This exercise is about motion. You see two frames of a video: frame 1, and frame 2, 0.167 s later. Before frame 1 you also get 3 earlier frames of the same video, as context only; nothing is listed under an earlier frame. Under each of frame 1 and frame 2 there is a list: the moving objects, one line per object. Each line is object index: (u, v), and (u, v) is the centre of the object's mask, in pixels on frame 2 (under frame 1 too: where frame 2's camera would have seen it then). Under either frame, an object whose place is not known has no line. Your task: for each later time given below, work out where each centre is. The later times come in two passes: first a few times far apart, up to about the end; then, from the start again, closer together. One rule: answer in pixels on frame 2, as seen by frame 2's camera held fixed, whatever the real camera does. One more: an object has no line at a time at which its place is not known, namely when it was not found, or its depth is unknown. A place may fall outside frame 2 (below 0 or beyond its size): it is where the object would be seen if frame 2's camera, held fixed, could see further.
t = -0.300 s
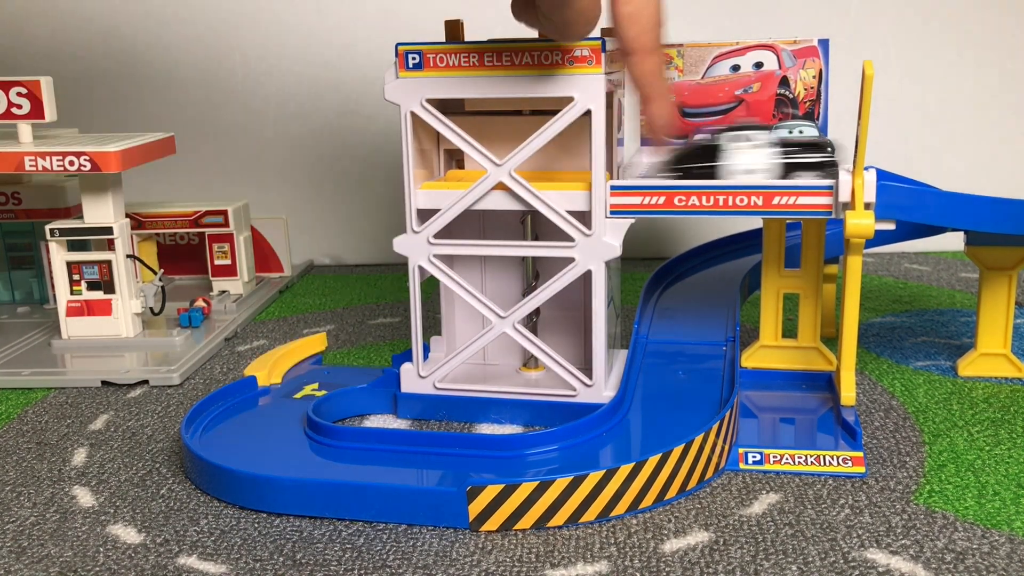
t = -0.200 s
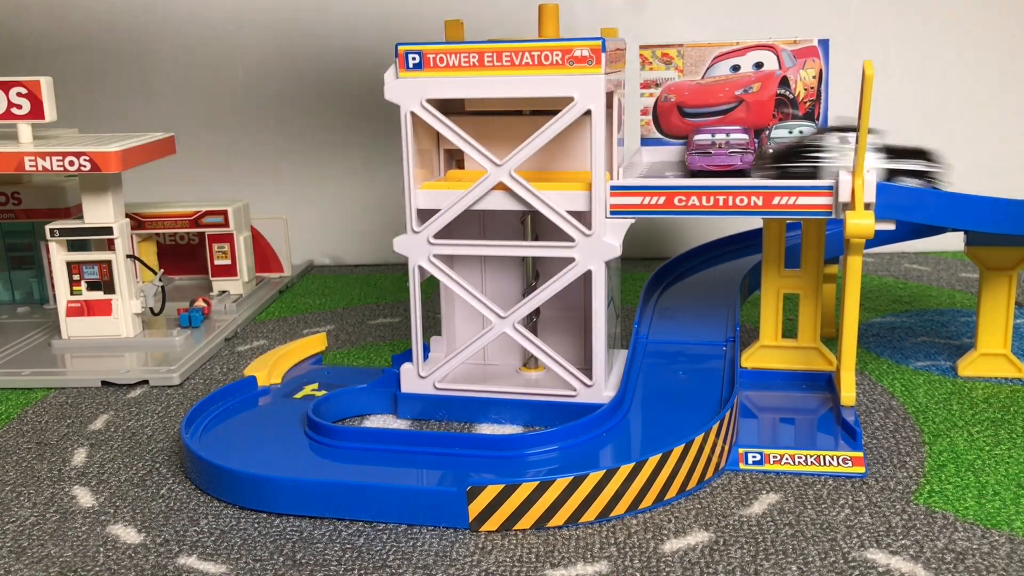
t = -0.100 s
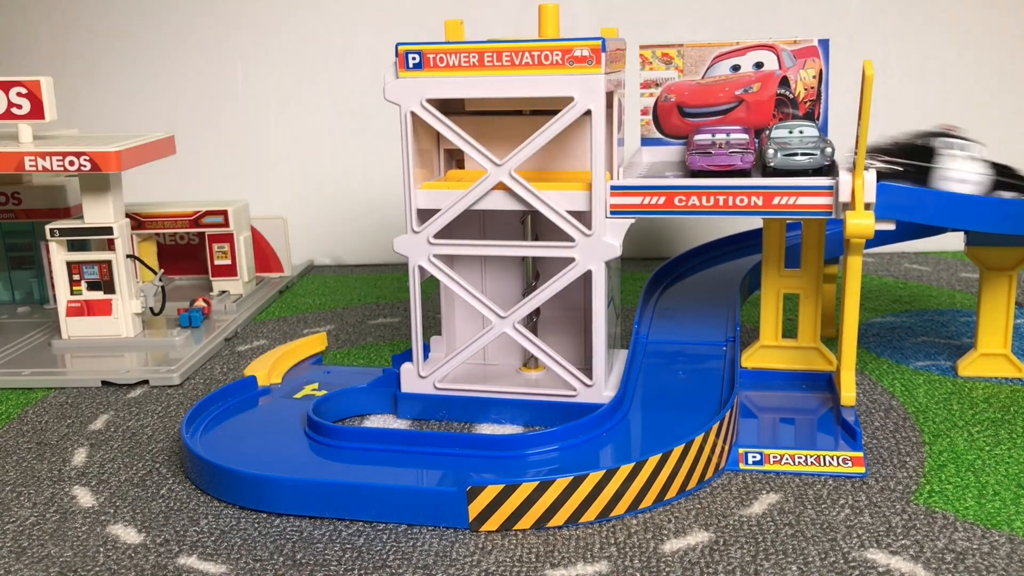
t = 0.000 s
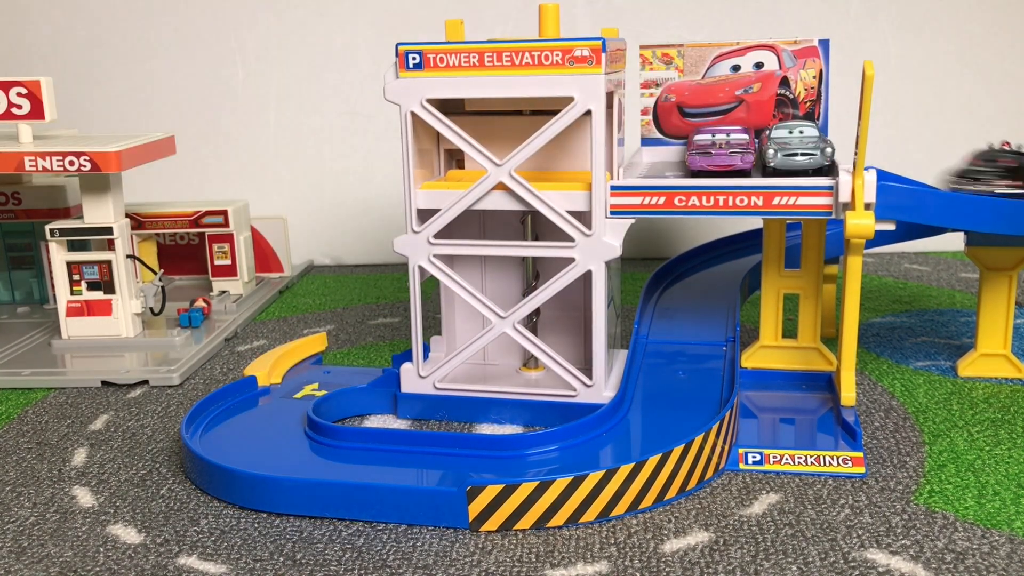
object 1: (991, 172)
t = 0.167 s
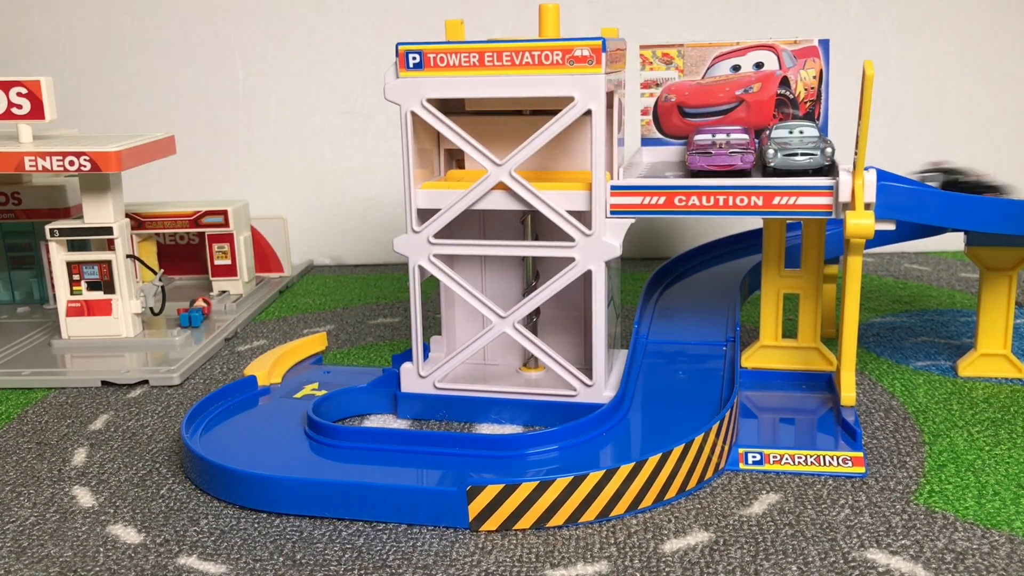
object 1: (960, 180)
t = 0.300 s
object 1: (740, 240)
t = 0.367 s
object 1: (712, 256)
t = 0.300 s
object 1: (740, 240)
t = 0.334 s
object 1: (723, 247)
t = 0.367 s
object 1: (712, 256)
